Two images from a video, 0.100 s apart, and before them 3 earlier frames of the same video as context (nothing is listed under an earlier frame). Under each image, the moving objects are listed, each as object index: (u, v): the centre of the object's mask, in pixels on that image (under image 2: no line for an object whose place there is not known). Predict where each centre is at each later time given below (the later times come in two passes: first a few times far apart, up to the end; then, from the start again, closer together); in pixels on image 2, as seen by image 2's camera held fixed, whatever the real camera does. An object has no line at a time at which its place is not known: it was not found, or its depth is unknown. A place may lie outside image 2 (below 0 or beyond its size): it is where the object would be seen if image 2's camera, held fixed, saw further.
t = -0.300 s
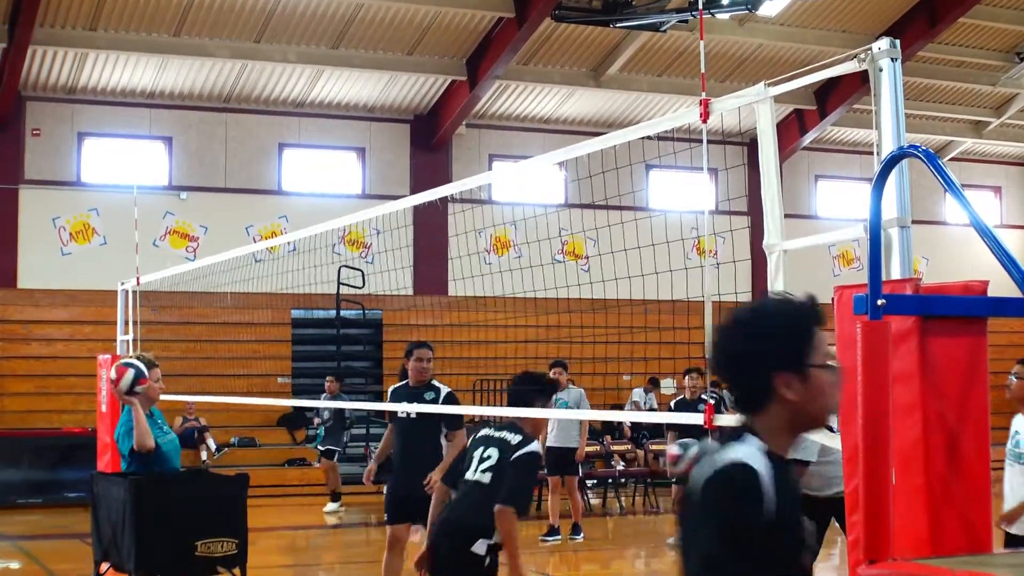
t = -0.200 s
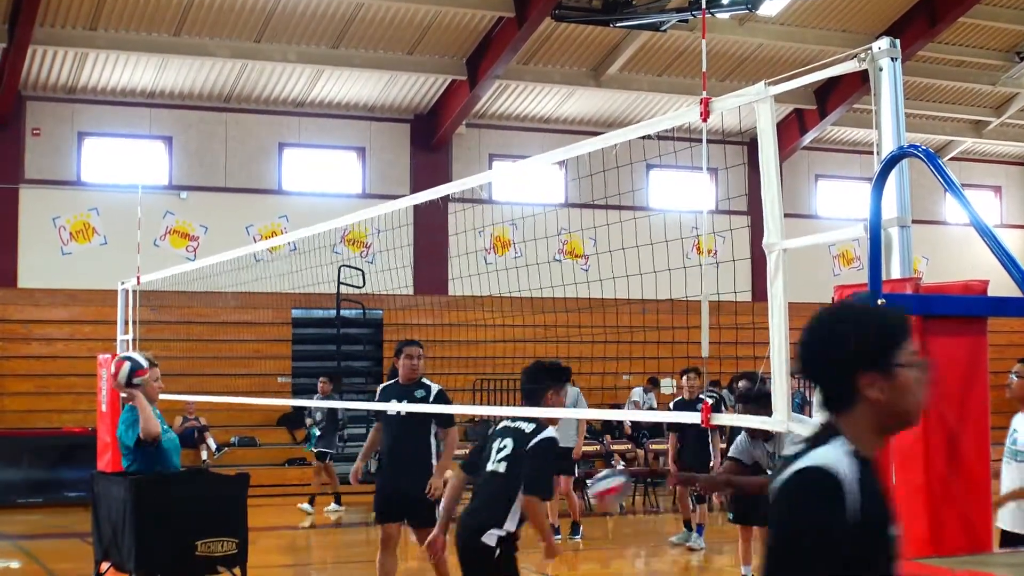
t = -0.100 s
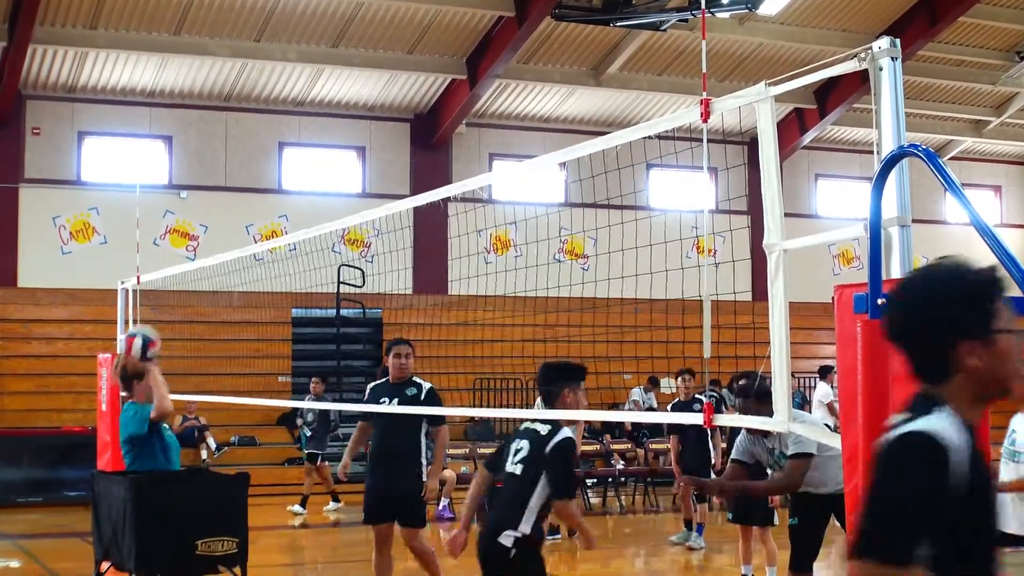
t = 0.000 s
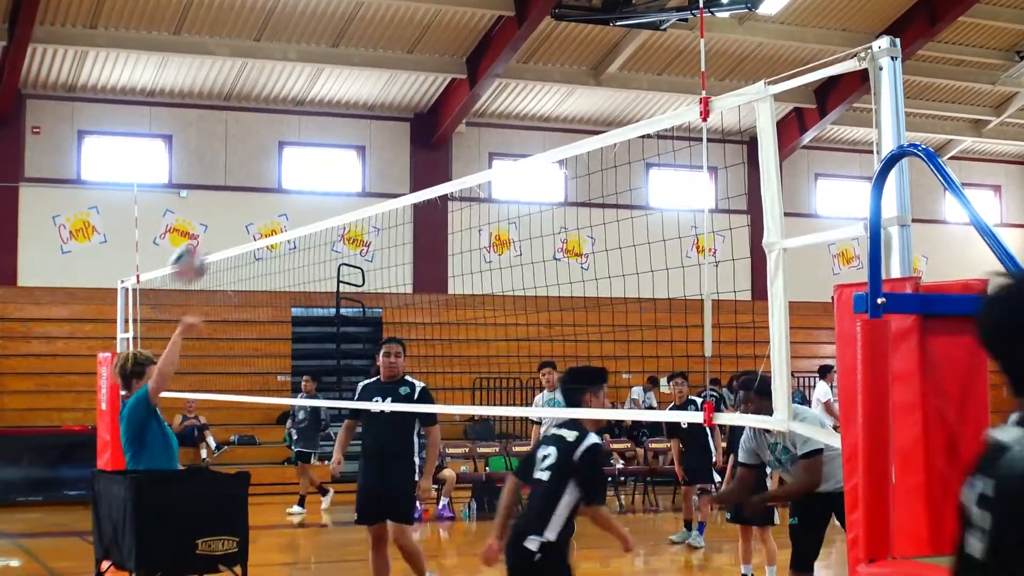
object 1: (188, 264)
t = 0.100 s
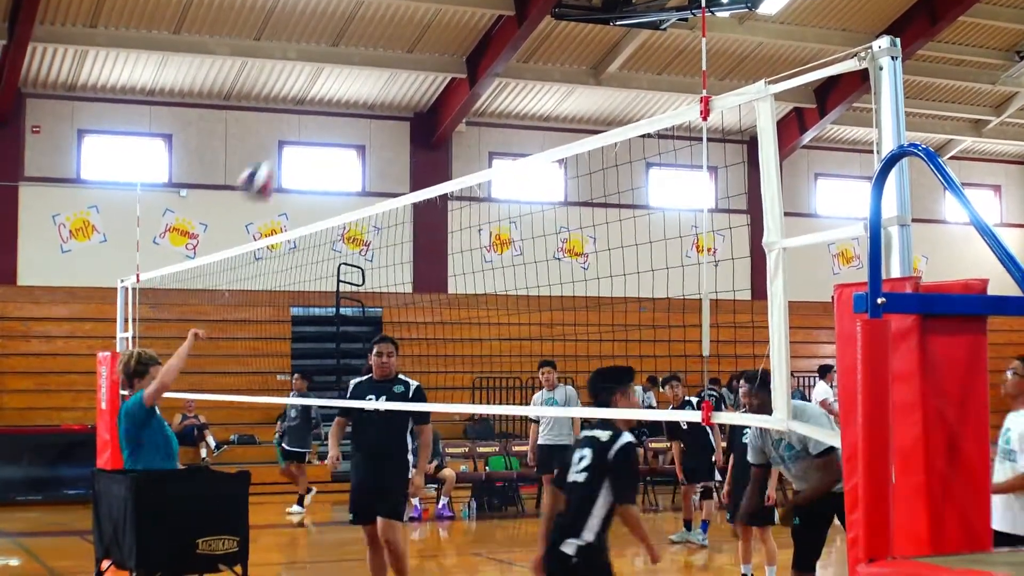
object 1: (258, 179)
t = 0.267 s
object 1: (374, 86)
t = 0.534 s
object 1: (553, 33)
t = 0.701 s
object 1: (664, 64)
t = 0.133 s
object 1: (278, 158)
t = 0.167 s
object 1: (306, 134)
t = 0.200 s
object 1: (328, 118)
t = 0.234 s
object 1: (349, 103)
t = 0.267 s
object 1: (374, 86)
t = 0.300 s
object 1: (398, 71)
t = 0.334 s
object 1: (419, 60)
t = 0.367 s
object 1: (440, 51)
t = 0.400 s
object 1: (464, 46)
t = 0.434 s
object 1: (486, 40)
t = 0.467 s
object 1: (508, 35)
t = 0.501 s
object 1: (529, 33)
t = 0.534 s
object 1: (553, 33)
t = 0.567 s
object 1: (576, 37)
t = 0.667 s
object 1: (643, 55)
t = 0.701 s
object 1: (664, 64)
